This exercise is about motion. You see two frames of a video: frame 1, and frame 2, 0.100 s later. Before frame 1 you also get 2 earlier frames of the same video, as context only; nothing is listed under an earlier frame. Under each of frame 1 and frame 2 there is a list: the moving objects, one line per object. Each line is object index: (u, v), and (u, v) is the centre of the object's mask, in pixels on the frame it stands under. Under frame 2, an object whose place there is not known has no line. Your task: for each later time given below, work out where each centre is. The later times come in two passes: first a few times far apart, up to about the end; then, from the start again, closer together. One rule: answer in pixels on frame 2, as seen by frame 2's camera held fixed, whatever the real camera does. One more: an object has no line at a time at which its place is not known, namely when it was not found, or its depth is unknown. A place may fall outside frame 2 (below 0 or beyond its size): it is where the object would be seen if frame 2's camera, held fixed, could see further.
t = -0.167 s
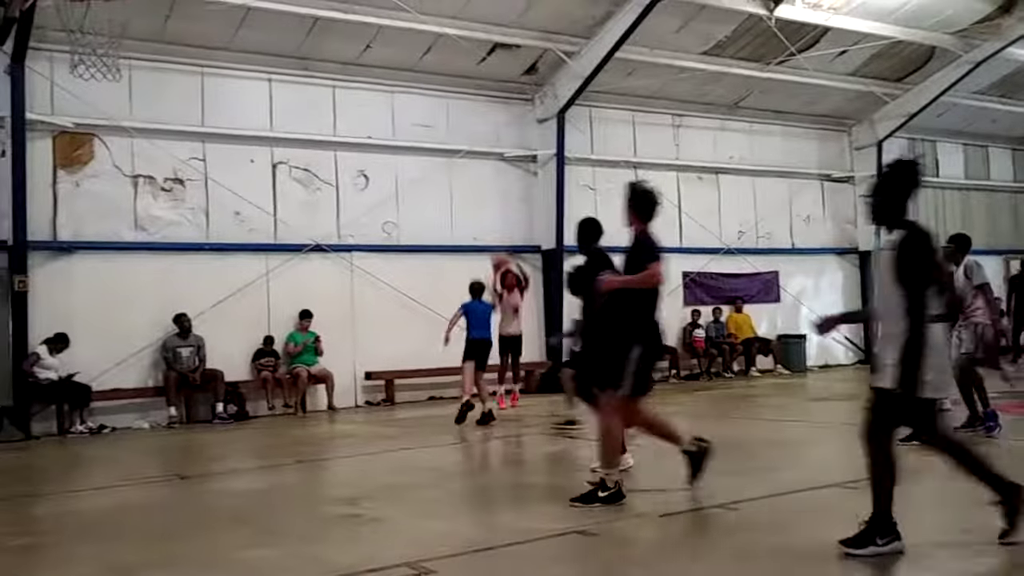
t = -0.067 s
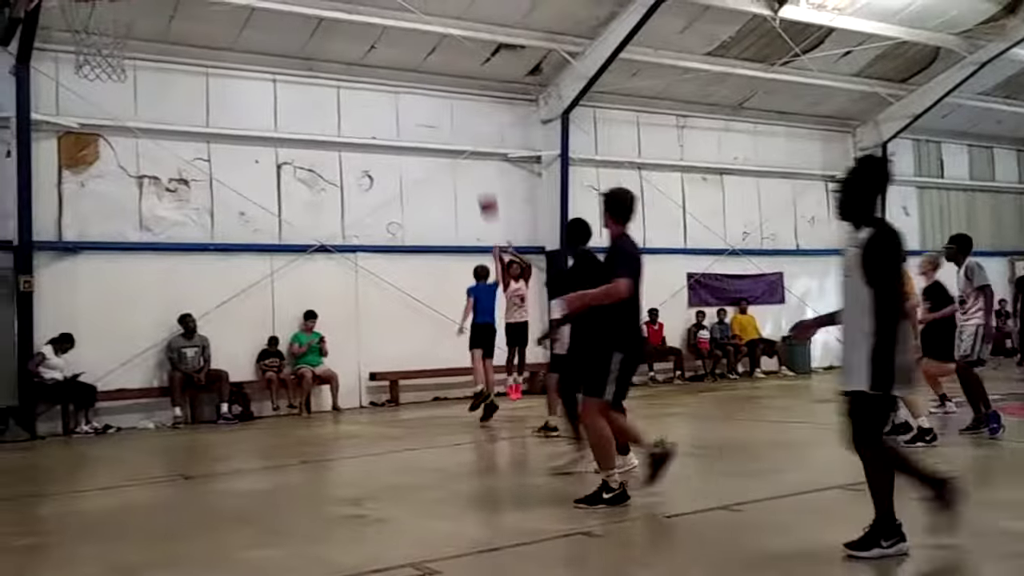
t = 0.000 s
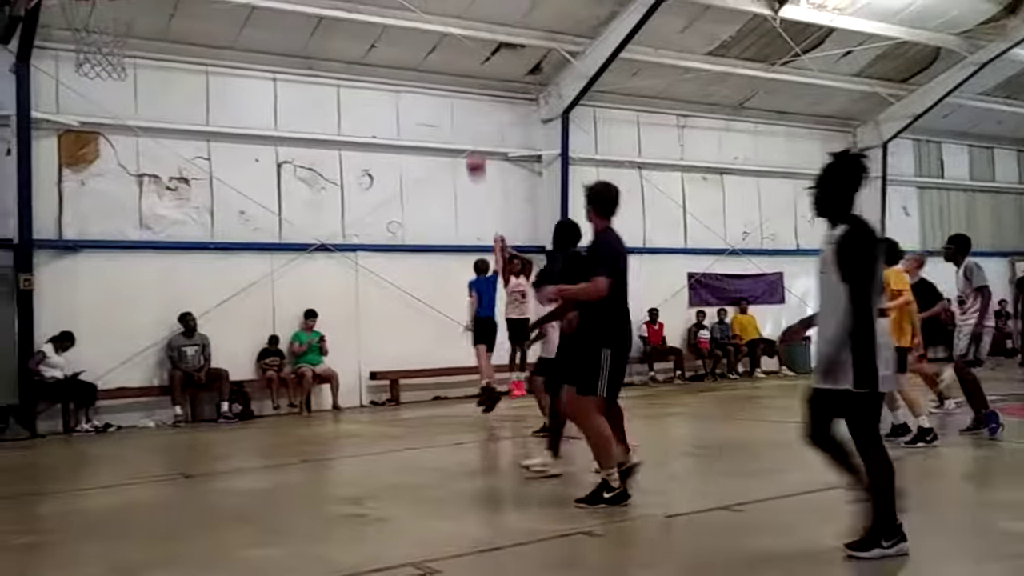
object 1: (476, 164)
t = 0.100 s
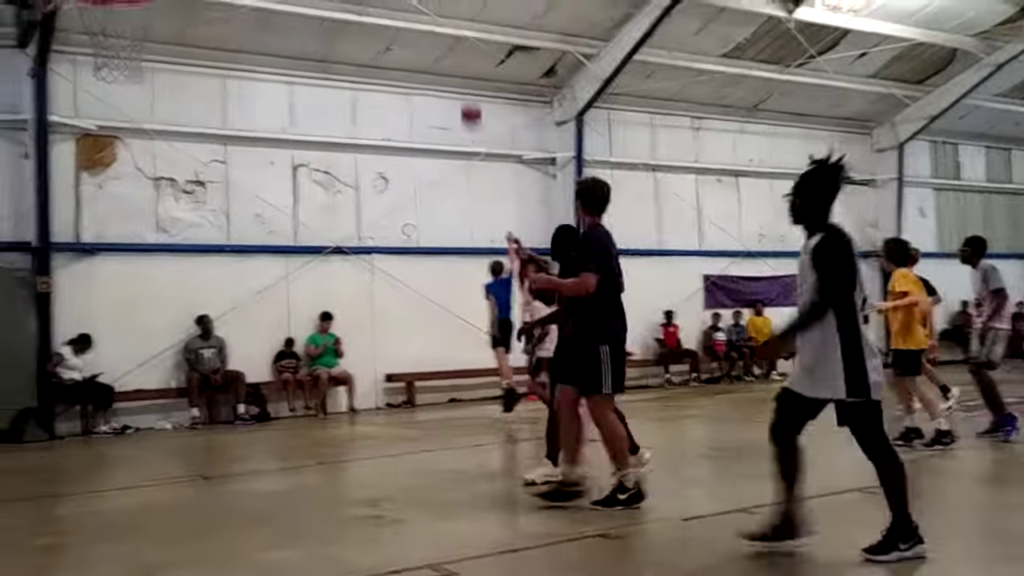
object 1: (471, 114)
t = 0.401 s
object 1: (404, -10)
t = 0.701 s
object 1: (312, -98)
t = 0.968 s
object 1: (201, -76)
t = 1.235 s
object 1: (95, 48)
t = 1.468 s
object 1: (83, 159)
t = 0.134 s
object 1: (465, 99)
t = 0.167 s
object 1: (457, 80)
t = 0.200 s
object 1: (449, 65)
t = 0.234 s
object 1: (443, 48)
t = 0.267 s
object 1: (434, 34)
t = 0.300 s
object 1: (427, 18)
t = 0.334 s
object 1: (419, 7)
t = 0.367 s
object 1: (410, -3)
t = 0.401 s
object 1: (404, -10)
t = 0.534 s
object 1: (365, -57)
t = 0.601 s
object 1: (346, -78)
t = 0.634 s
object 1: (335, -86)
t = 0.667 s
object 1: (323, -92)
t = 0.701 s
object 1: (312, -98)
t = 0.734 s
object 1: (300, -100)
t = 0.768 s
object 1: (288, -101)
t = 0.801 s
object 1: (276, -100)
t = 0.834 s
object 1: (262, -99)
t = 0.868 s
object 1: (251, -95)
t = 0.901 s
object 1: (236, -91)
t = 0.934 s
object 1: (217, -84)
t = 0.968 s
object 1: (201, -76)
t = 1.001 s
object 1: (185, -66)
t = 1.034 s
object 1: (170, -55)
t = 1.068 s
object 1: (154, -41)
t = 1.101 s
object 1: (133, -19)
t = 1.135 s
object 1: (110, 5)
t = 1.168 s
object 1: (101, 23)
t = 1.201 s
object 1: (96, 33)
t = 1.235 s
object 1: (95, 48)
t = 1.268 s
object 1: (93, 53)
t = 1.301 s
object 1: (93, 66)
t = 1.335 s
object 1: (90, 81)
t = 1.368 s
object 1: (86, 99)
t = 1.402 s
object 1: (85, 117)
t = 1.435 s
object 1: (85, 137)
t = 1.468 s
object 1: (83, 159)
